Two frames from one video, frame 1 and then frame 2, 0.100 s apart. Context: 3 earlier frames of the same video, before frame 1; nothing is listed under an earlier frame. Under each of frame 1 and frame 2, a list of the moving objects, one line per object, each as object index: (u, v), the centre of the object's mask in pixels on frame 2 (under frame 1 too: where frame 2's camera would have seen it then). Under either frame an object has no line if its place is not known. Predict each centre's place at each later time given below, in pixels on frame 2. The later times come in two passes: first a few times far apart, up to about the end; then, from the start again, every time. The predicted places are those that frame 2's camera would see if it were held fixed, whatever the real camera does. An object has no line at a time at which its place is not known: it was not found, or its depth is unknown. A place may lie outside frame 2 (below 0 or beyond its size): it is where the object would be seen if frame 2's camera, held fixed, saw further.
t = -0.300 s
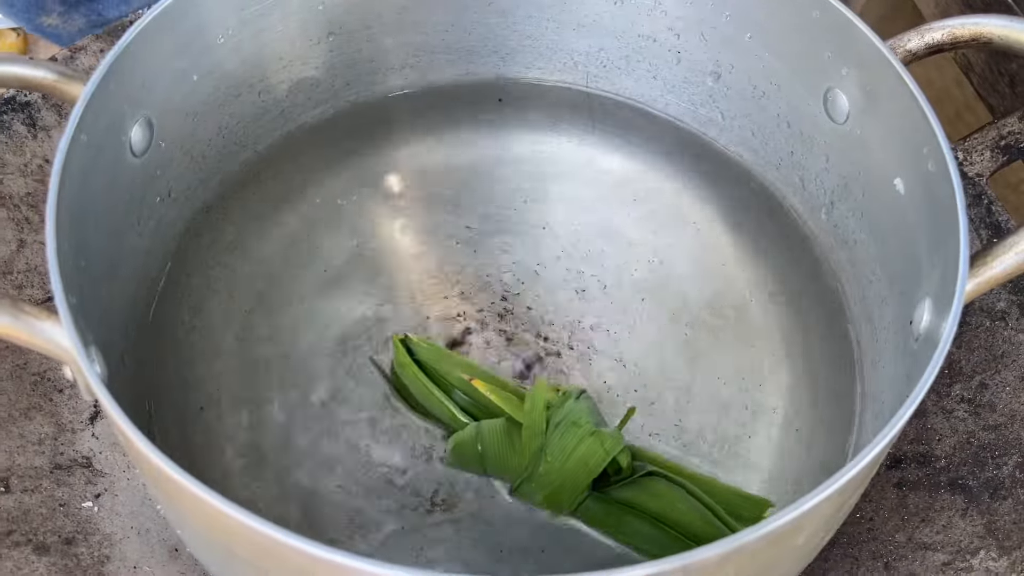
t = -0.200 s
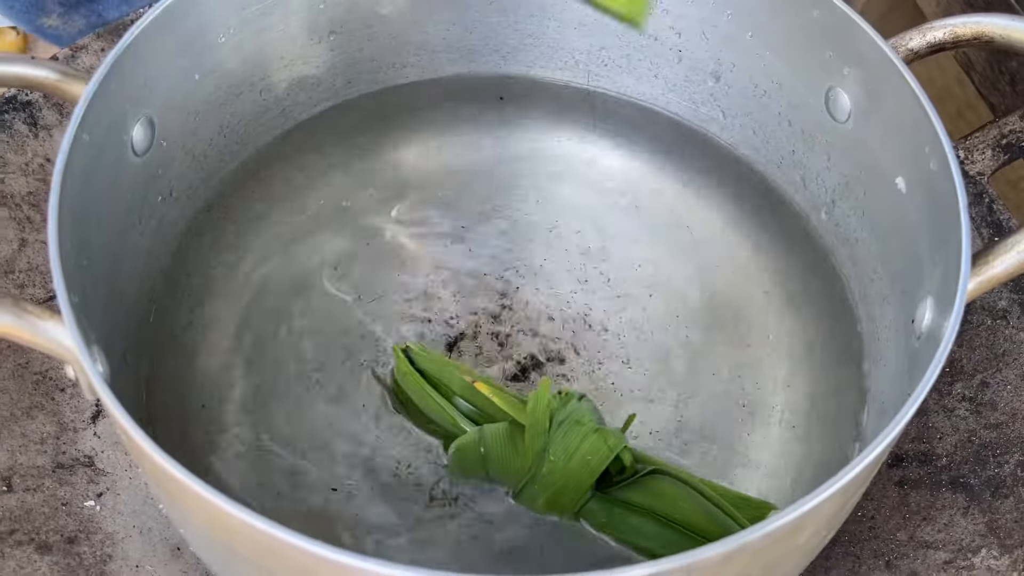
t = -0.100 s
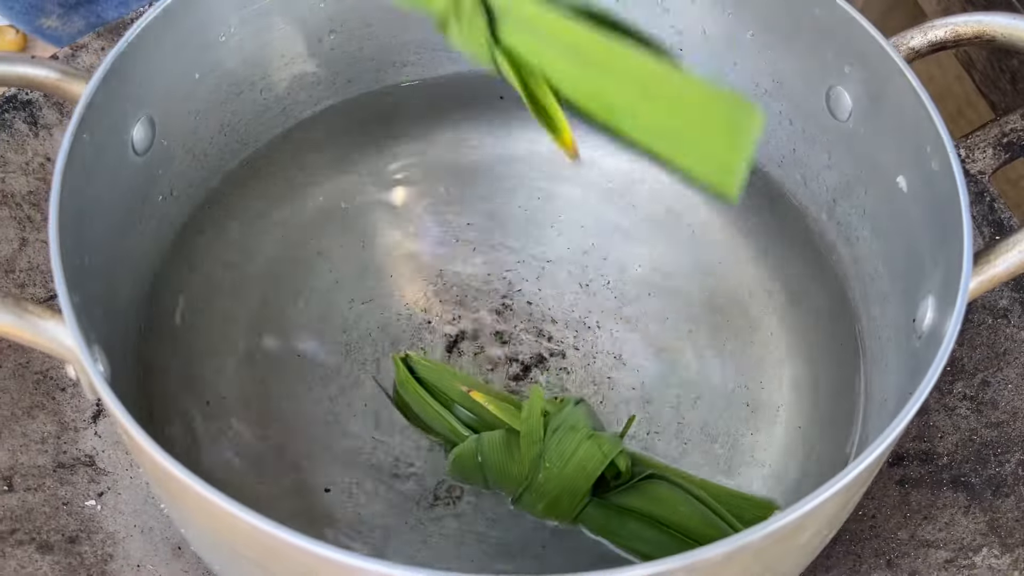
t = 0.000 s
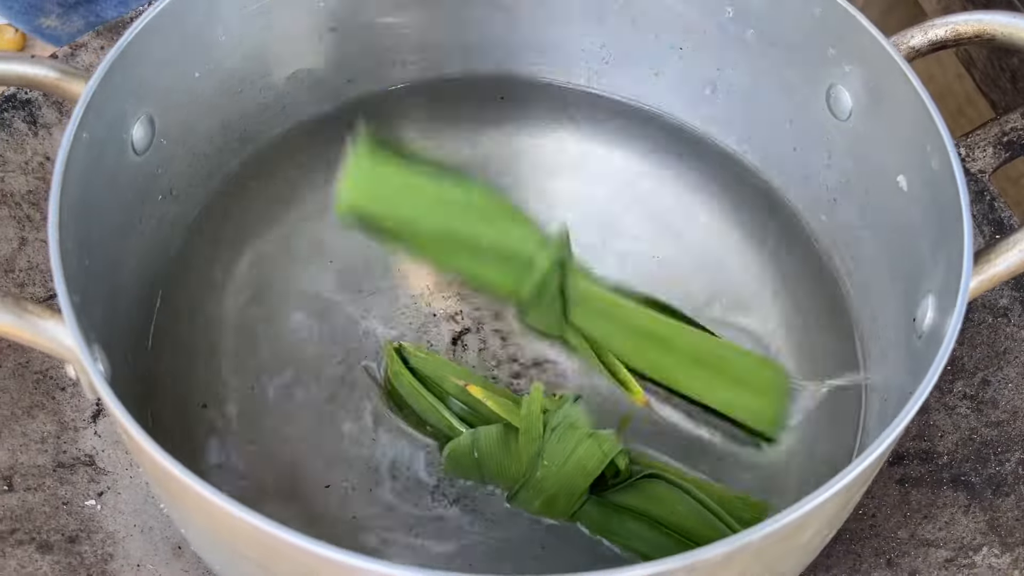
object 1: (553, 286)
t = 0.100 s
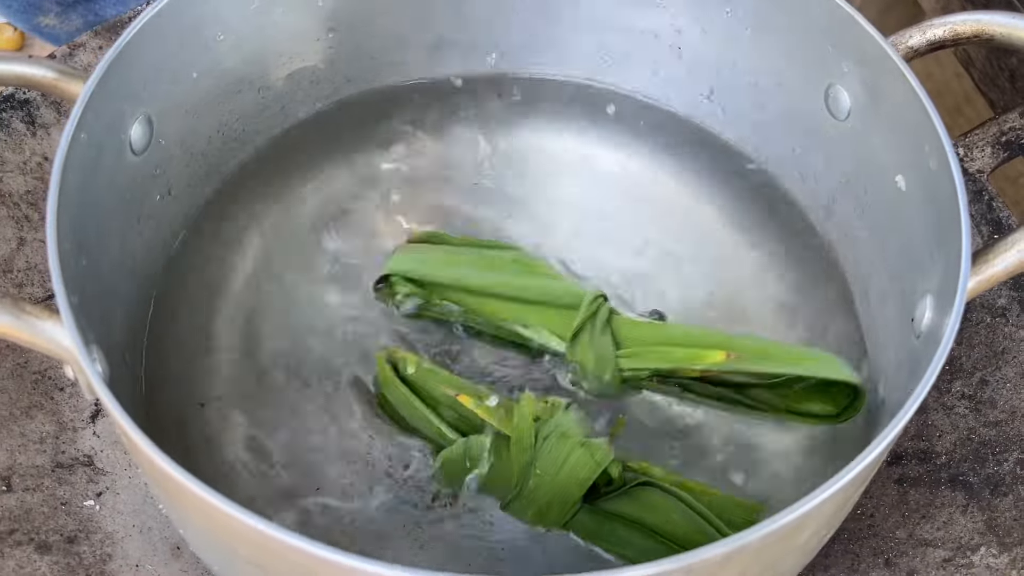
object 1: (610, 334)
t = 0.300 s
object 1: (608, 324)
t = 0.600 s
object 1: (601, 320)
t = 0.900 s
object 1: (599, 322)
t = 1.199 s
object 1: (591, 319)
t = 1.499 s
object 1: (590, 327)
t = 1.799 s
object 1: (591, 333)
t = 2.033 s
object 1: (591, 339)
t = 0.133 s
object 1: (619, 328)
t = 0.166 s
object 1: (625, 323)
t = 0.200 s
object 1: (620, 320)
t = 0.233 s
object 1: (614, 322)
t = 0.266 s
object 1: (611, 324)
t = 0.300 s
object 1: (608, 324)
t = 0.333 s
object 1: (606, 323)
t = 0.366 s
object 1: (602, 320)
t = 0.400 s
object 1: (601, 320)
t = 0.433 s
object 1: (601, 321)
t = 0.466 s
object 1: (602, 322)
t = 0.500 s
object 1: (603, 322)
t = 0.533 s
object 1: (603, 321)
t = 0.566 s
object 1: (602, 320)
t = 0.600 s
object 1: (601, 320)
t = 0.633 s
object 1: (598, 320)
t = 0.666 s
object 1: (595, 319)
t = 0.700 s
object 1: (596, 321)
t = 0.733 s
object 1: (599, 325)
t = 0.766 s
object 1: (602, 326)
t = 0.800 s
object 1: (602, 325)
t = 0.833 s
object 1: (600, 322)
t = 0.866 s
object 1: (599, 320)
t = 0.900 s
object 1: (599, 322)
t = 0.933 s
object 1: (597, 322)
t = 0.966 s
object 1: (594, 323)
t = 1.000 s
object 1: (595, 327)
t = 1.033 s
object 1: (598, 329)
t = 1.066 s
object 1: (598, 328)
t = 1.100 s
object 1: (592, 321)
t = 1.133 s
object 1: (591, 318)
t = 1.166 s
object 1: (592, 319)
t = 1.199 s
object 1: (591, 319)
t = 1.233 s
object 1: (589, 320)
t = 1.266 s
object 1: (592, 326)
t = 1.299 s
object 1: (594, 329)
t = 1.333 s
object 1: (594, 330)
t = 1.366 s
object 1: (593, 328)
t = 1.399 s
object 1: (594, 329)
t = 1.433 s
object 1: (594, 329)
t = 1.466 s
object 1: (592, 328)
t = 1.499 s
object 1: (590, 327)
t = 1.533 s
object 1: (591, 328)
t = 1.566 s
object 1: (591, 329)
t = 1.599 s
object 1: (592, 331)
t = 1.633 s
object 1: (593, 332)
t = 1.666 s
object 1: (593, 335)
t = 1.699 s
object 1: (592, 337)
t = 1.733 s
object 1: (591, 337)
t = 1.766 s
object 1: (591, 335)
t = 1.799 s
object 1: (591, 333)
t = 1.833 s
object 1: (591, 331)
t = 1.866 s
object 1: (591, 331)
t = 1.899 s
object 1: (590, 332)
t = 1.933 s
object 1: (590, 335)
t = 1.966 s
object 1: (589, 337)
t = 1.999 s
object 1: (590, 338)
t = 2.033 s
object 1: (591, 339)
